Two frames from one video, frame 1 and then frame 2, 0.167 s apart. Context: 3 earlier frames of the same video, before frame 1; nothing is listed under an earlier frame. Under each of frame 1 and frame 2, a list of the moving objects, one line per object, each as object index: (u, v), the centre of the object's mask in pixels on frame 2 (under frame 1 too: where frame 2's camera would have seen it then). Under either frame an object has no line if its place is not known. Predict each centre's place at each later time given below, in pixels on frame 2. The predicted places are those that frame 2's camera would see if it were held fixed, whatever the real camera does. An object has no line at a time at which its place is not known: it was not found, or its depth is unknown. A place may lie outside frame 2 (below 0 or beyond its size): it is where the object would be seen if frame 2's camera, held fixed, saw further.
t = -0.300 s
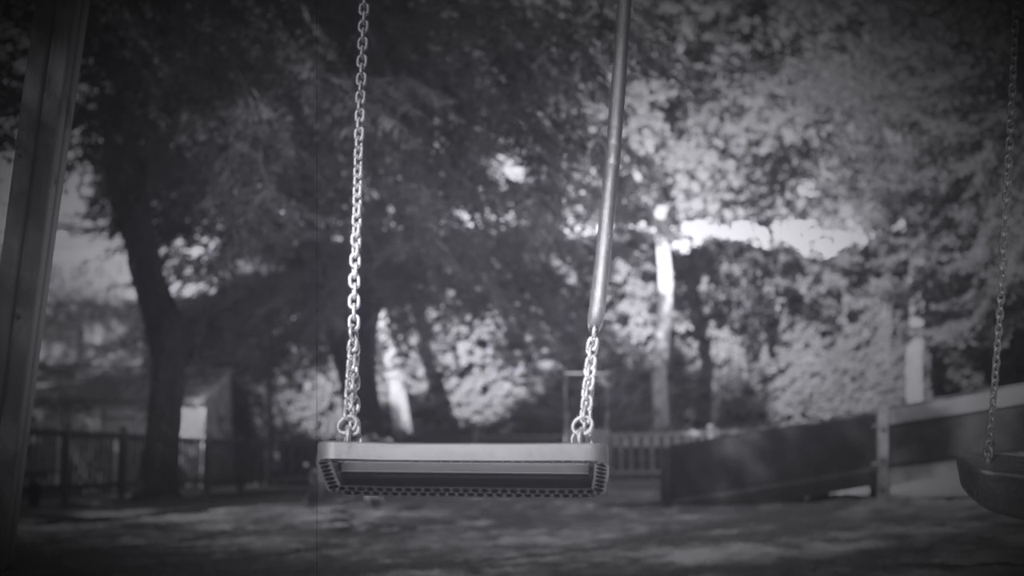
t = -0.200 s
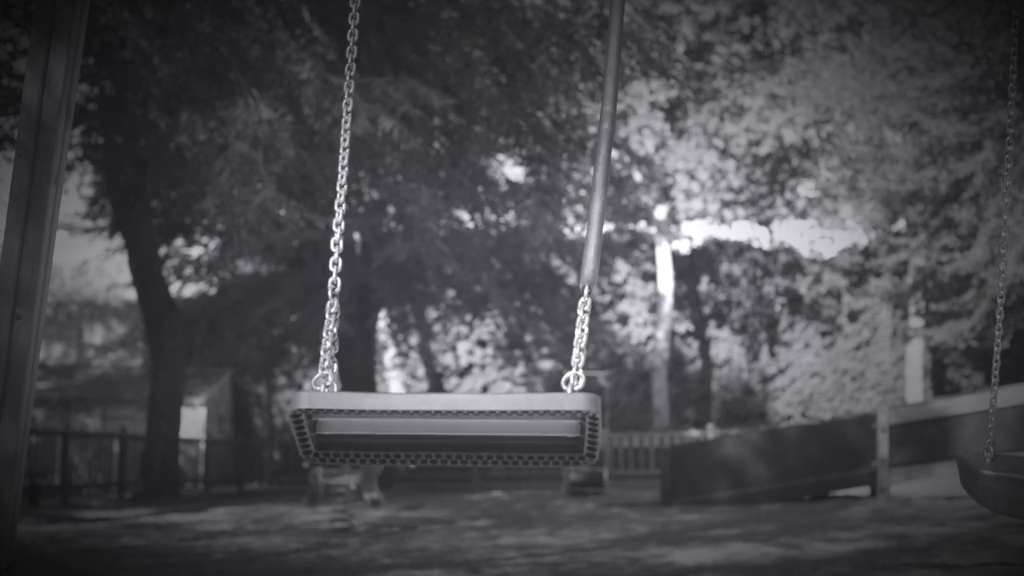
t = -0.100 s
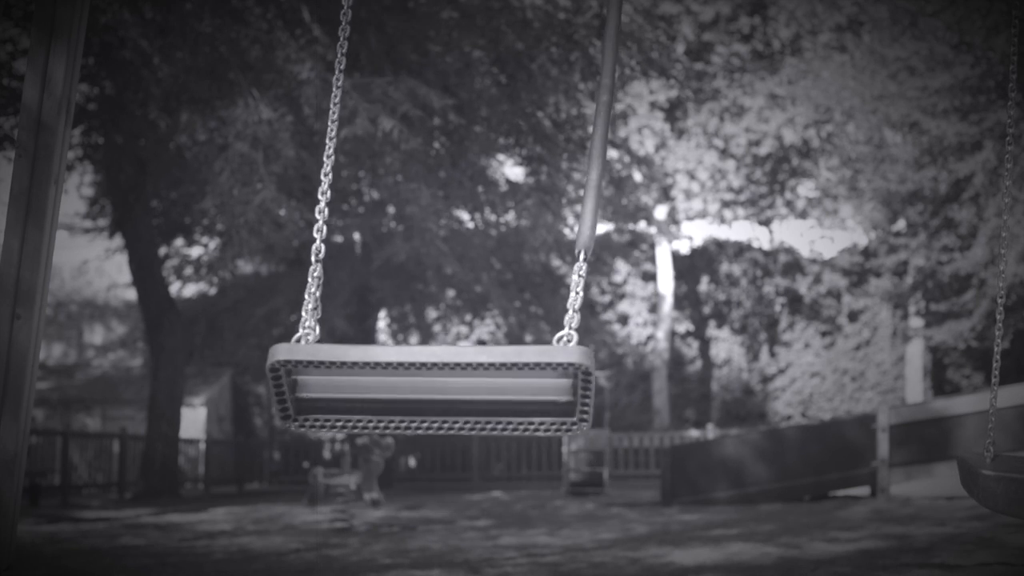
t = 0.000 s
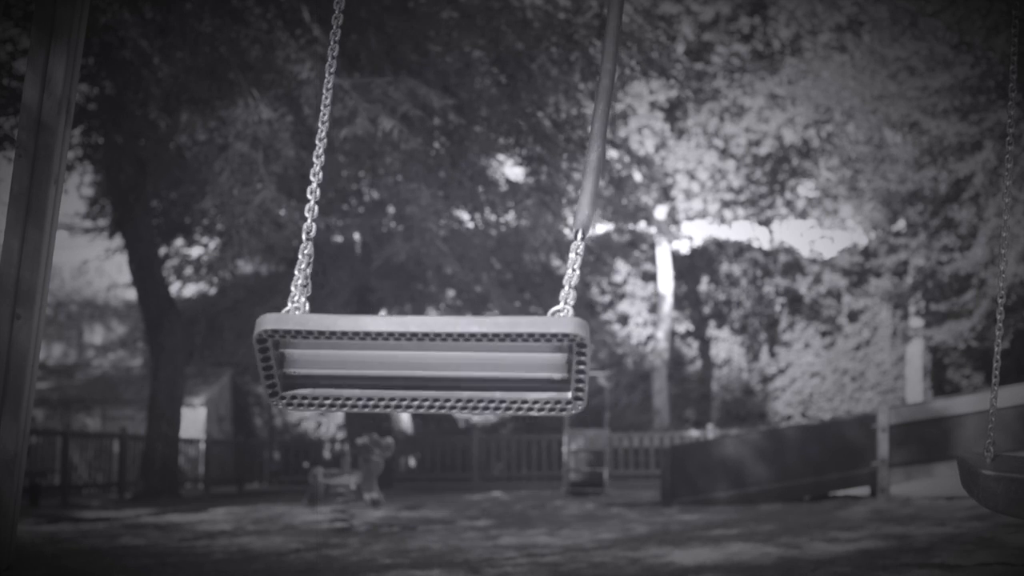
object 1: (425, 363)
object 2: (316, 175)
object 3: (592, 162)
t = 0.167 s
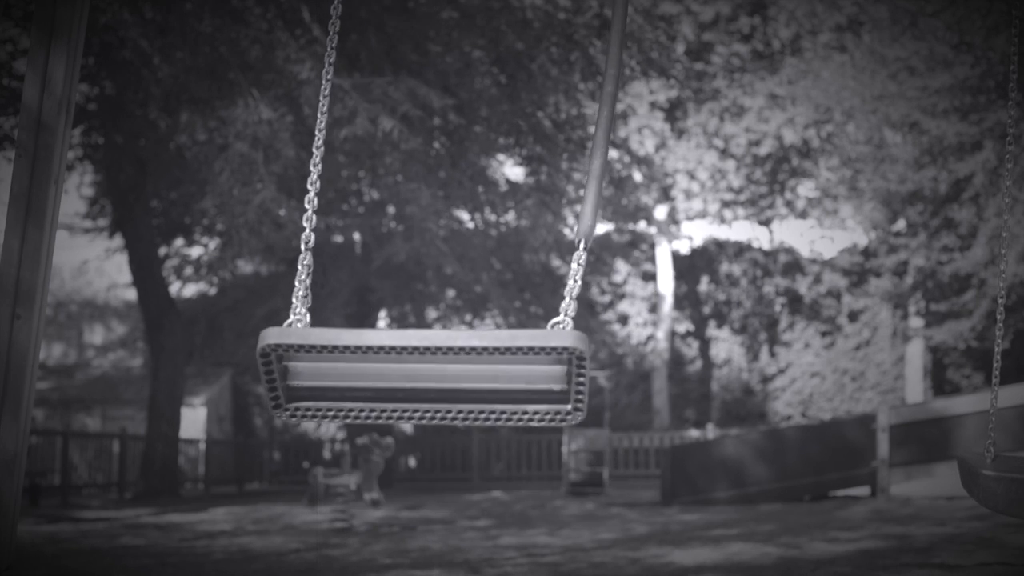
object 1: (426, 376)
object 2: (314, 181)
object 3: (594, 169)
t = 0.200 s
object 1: (429, 386)
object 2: (317, 188)
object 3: (596, 176)
